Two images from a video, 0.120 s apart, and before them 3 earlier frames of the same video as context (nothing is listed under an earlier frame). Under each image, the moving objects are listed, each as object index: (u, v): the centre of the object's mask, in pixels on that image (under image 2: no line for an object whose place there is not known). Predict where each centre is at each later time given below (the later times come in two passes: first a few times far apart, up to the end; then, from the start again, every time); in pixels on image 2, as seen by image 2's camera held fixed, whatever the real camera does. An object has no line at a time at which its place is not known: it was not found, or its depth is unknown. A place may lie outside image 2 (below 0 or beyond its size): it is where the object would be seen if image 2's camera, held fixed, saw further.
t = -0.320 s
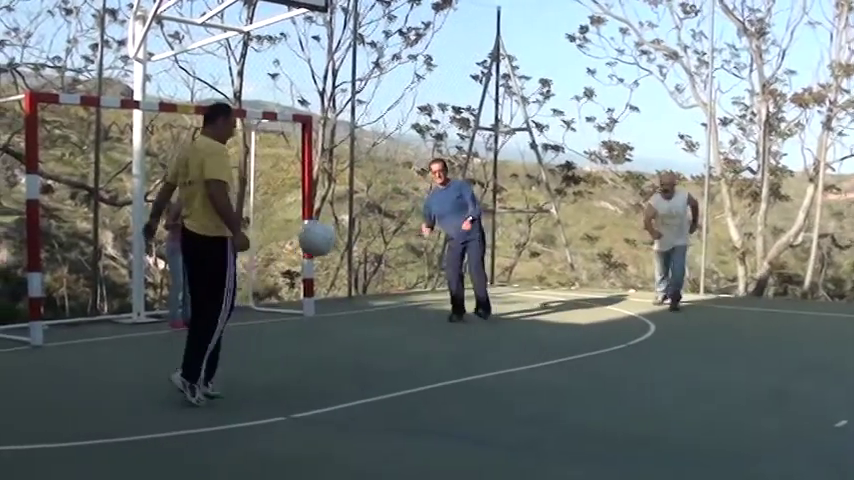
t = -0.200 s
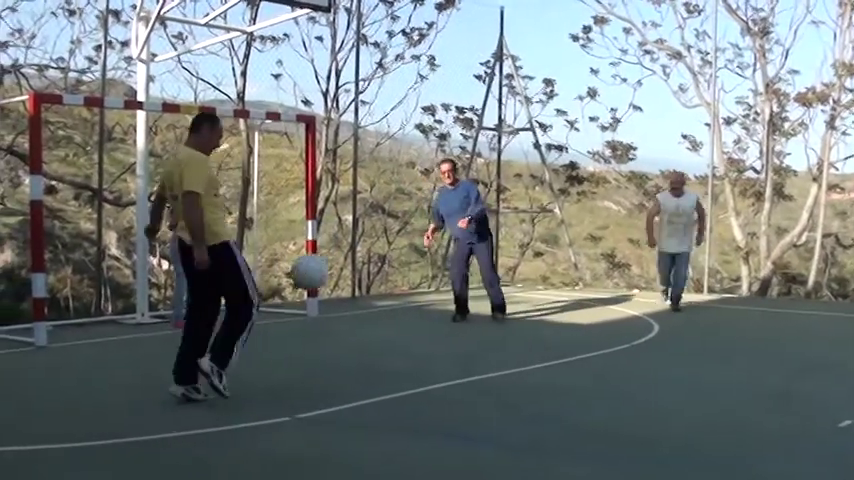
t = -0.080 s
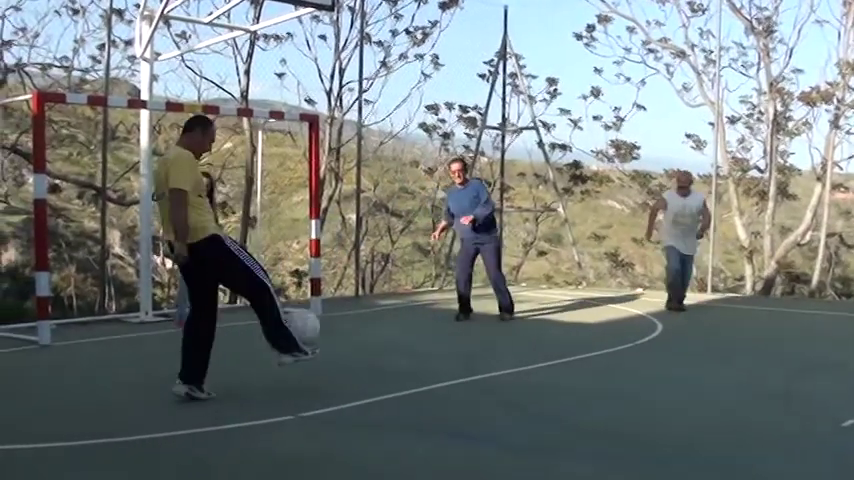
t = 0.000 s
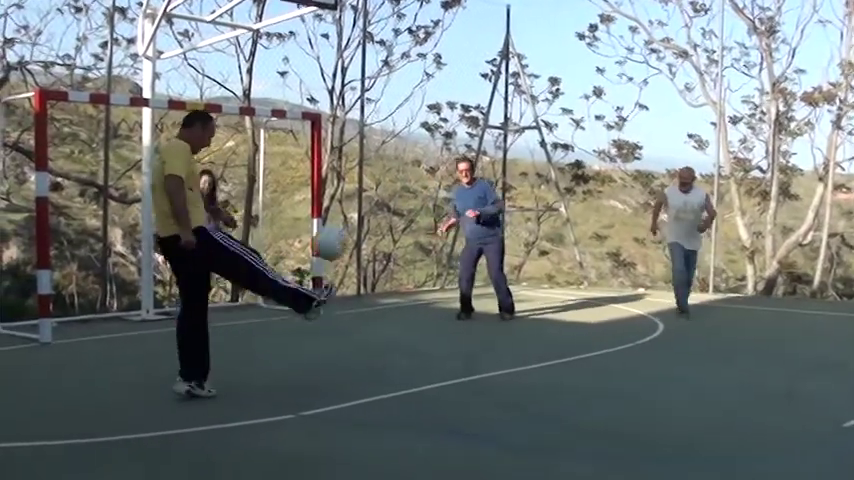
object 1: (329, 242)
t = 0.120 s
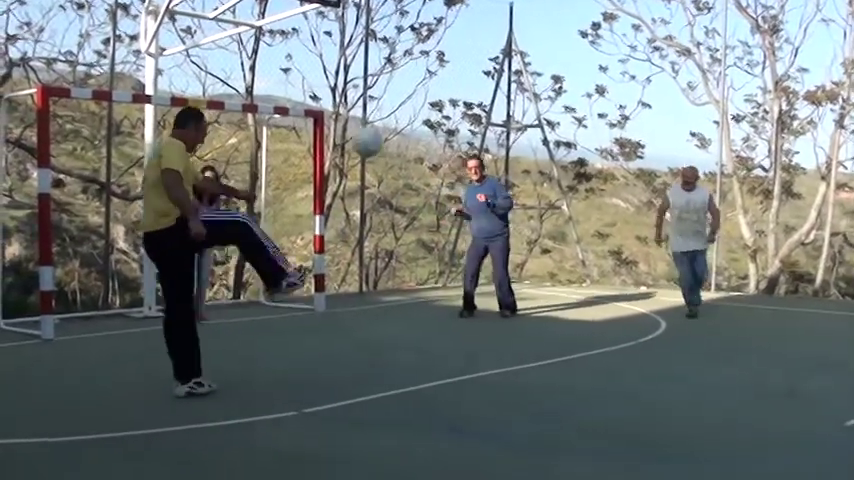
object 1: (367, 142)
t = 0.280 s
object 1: (402, 60)
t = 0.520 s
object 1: (436, 18)
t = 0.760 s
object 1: (456, 40)
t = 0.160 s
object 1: (377, 116)
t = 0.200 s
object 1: (388, 95)
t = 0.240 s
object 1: (394, 76)
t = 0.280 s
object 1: (402, 60)
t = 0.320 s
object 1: (408, 48)
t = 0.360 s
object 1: (415, 36)
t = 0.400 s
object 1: (421, 29)
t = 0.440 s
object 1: (426, 24)
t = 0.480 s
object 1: (430, 19)
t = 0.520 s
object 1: (436, 18)
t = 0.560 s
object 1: (440, 17)
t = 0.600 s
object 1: (444, 18)
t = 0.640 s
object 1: (447, 22)
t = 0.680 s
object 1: (450, 26)
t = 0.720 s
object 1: (453, 32)
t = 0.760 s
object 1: (456, 40)
